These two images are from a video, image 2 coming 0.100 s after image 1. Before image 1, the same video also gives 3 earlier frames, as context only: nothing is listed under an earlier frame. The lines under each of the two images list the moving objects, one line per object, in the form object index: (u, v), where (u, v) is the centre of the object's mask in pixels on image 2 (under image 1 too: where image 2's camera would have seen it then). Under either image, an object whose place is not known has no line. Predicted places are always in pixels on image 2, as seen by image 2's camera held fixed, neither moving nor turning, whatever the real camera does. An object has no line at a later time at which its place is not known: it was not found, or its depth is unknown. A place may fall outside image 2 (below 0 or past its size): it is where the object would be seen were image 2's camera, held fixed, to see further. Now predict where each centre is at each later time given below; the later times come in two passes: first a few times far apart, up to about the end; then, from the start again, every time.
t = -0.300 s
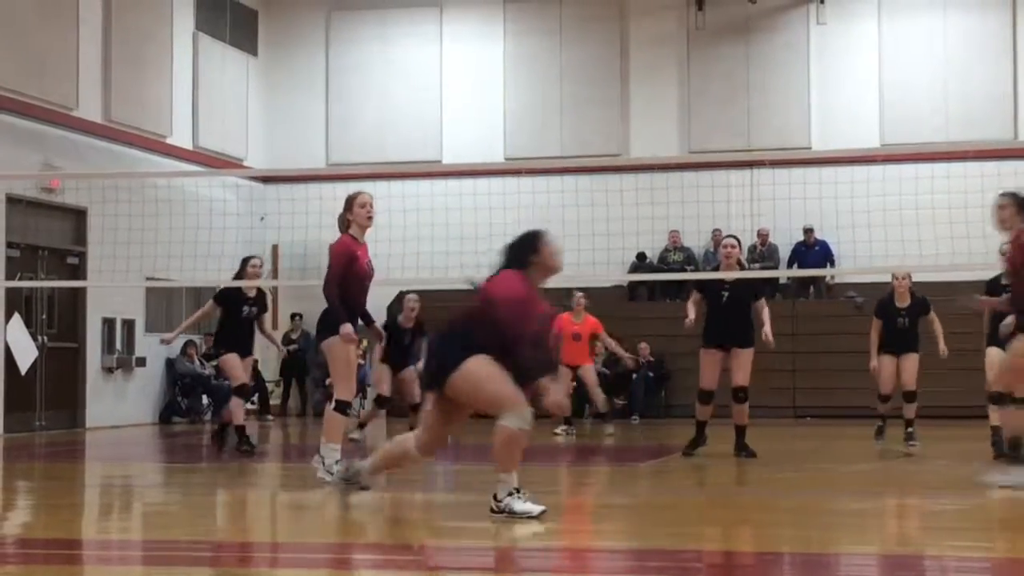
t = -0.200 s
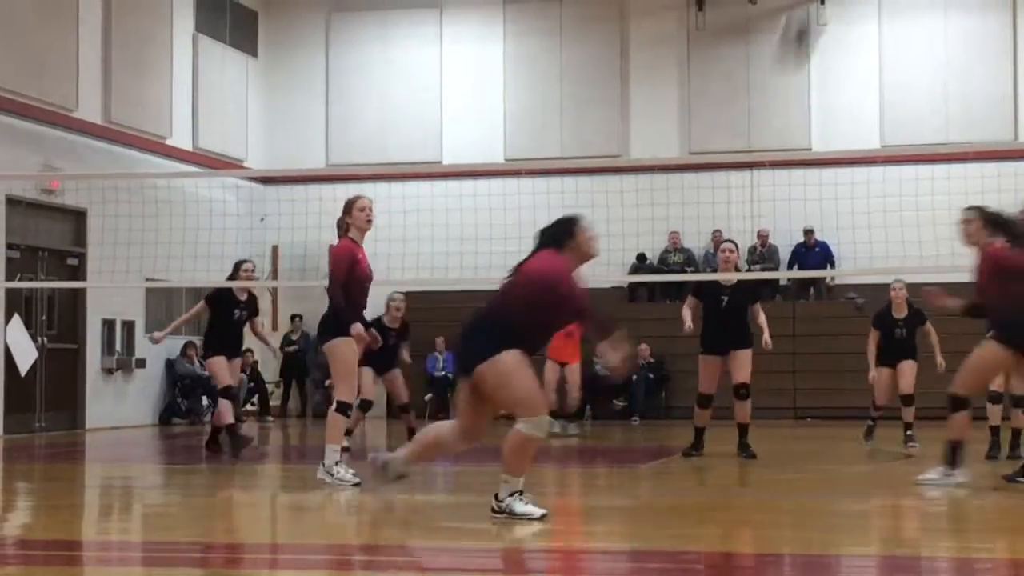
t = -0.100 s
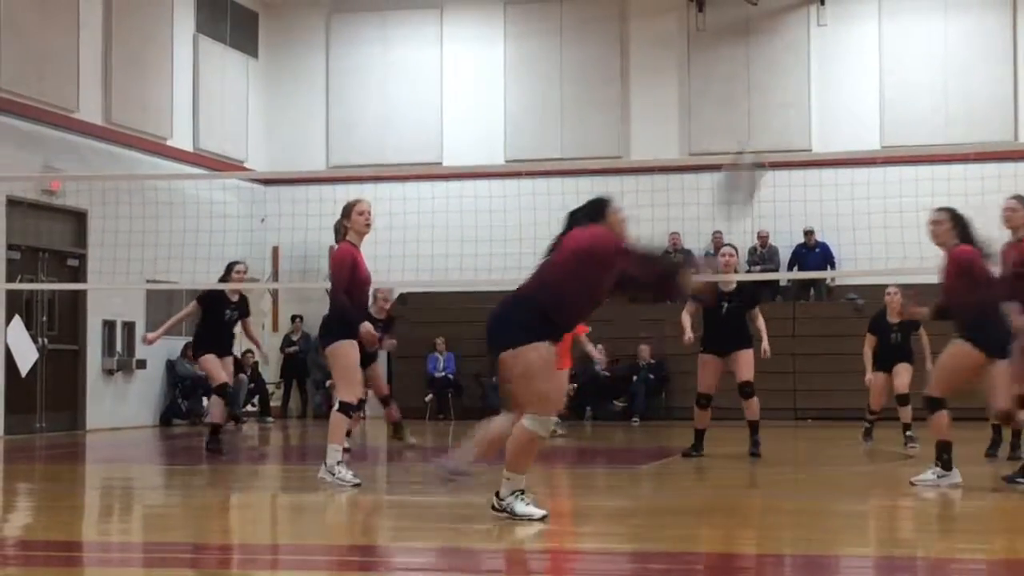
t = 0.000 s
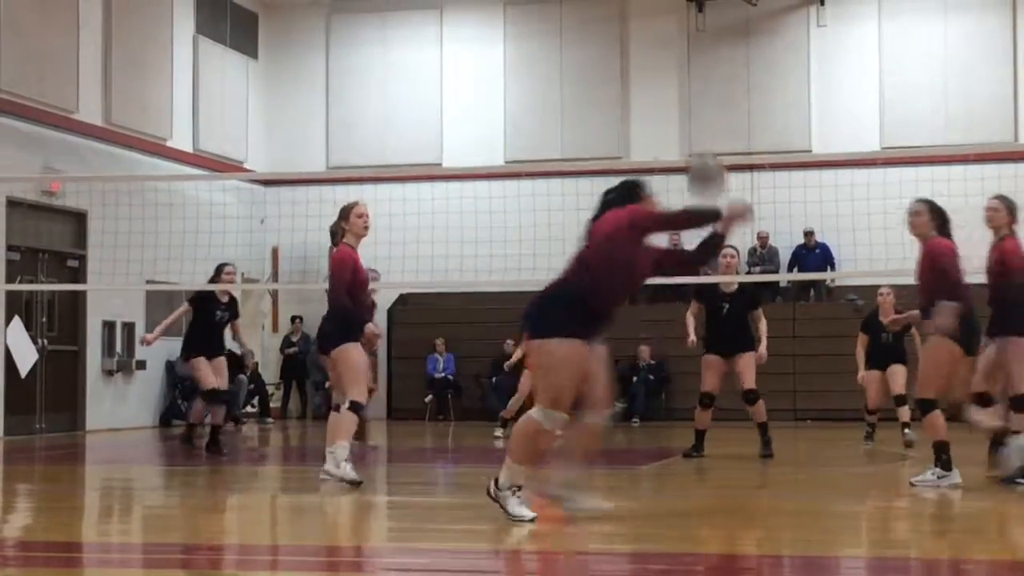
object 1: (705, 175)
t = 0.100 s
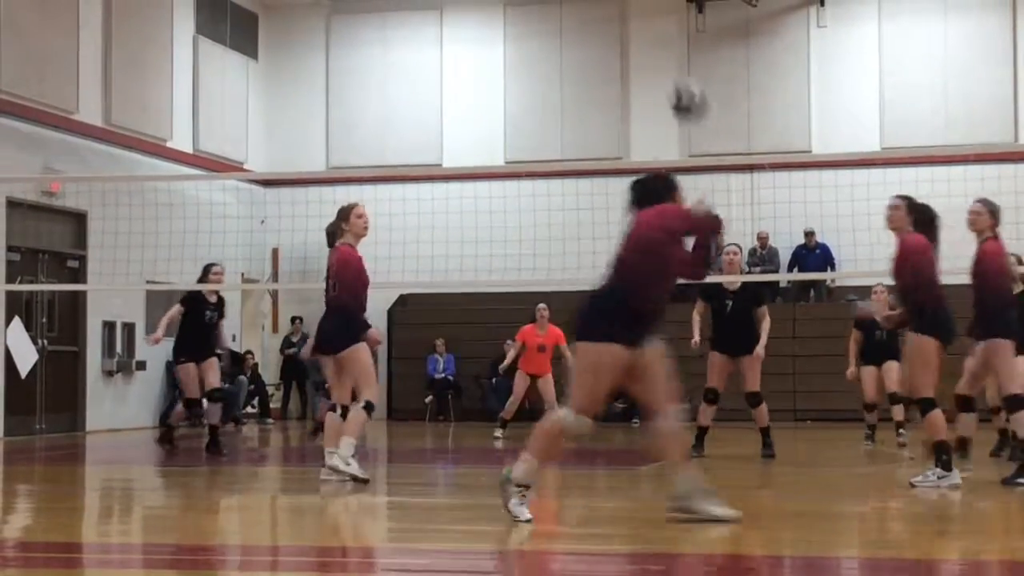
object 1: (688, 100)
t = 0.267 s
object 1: (661, 41)
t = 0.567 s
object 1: (616, 57)
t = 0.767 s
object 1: (591, 123)
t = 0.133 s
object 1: (680, 83)
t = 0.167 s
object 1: (677, 70)
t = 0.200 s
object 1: (672, 57)
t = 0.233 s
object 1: (667, 49)
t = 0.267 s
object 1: (661, 41)
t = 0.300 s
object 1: (655, 37)
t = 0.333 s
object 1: (650, 33)
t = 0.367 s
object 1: (645, 32)
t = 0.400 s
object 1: (641, 32)
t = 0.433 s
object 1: (635, 34)
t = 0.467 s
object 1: (629, 37)
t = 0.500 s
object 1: (626, 42)
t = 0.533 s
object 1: (622, 50)
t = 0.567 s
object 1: (616, 57)
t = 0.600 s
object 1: (613, 66)
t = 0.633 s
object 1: (609, 74)
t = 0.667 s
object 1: (603, 87)
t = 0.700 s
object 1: (600, 99)
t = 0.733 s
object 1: (595, 113)
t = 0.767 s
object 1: (591, 123)
